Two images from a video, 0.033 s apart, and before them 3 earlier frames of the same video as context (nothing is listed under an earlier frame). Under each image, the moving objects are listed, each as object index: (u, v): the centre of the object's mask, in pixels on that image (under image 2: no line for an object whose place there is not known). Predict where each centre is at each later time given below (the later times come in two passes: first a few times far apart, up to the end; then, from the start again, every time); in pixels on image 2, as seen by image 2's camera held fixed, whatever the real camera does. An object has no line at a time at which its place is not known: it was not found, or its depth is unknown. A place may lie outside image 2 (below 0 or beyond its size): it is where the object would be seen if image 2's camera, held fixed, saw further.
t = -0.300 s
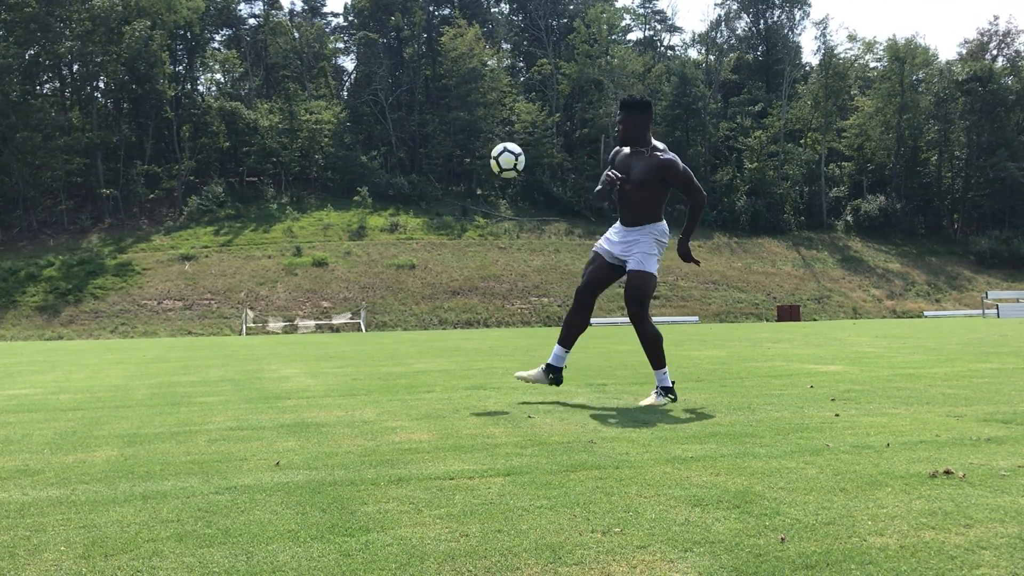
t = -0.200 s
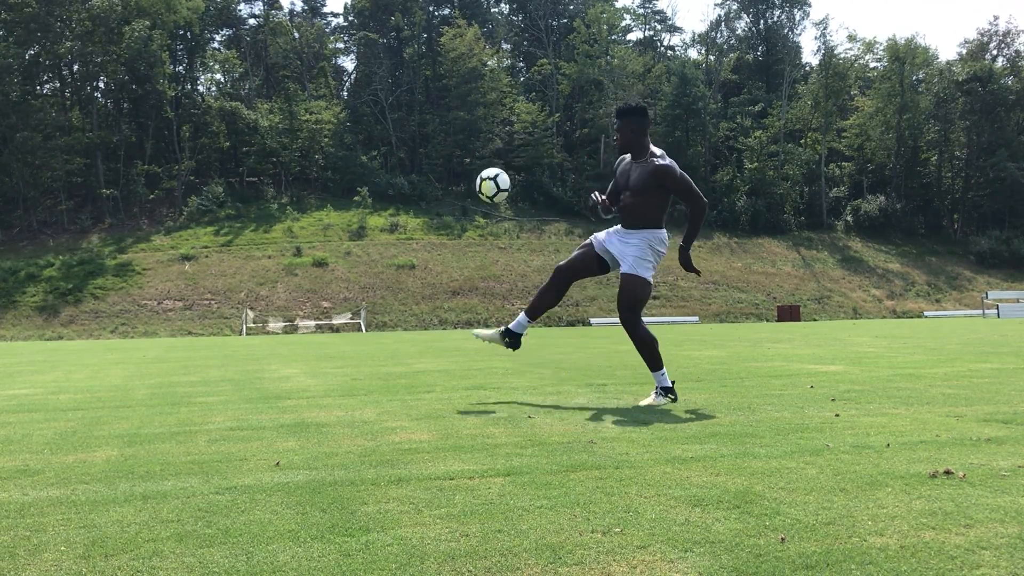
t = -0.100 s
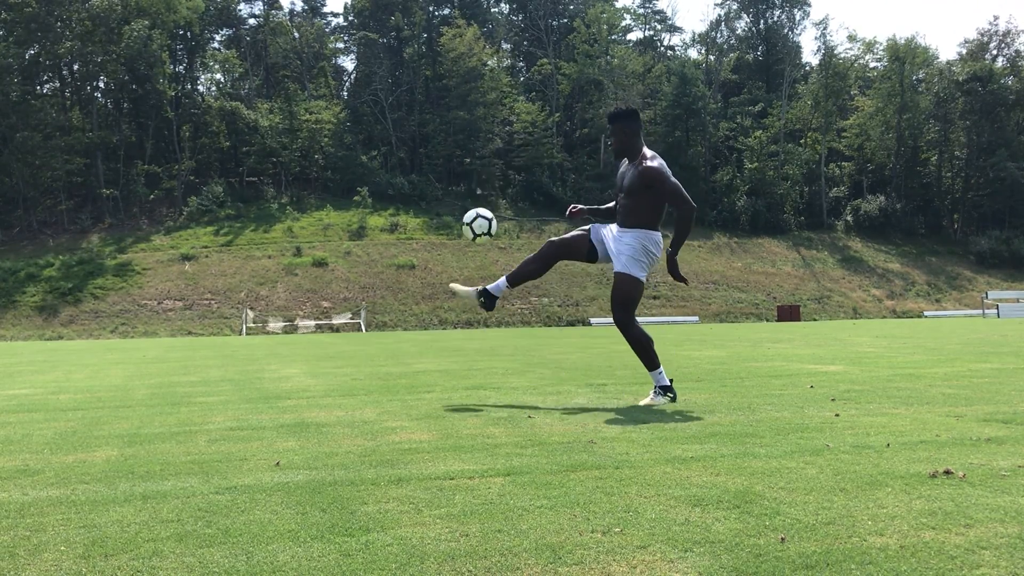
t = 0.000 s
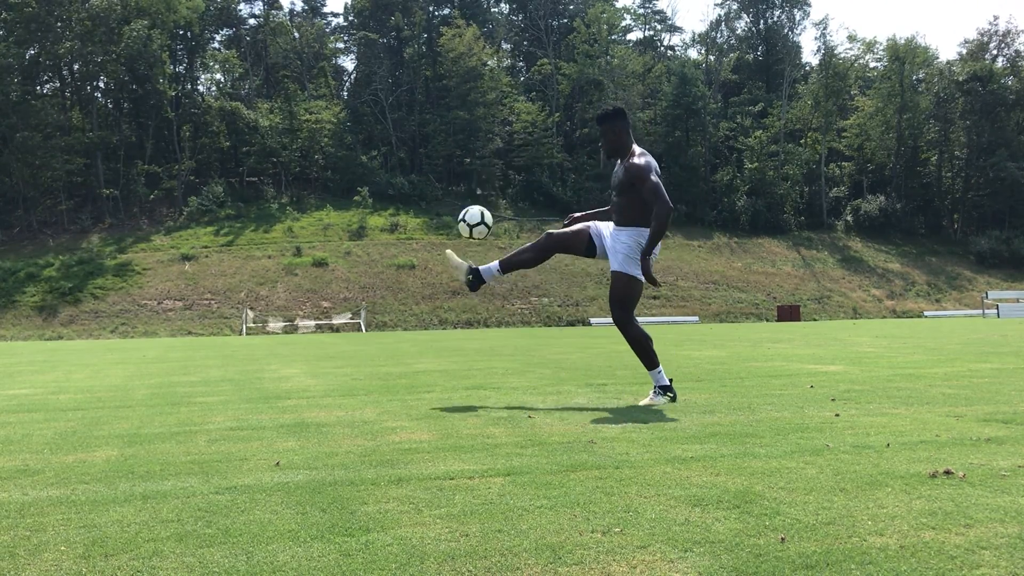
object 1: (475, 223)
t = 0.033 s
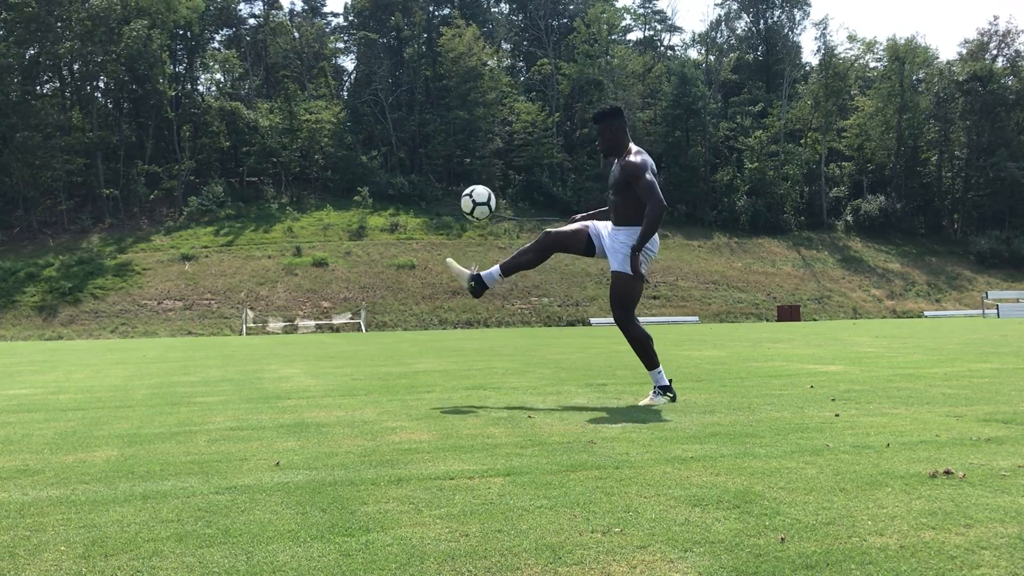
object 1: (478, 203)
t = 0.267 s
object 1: (496, 109)
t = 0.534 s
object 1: (520, 106)
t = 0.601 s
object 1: (526, 125)
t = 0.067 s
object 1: (480, 184)
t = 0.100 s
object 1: (483, 168)
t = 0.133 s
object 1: (485, 152)
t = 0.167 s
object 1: (488, 139)
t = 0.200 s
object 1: (491, 127)
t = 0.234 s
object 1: (494, 117)
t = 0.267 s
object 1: (496, 109)
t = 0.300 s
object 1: (499, 102)
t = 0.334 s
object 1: (502, 98)
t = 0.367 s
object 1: (505, 95)
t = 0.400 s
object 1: (508, 94)
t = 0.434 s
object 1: (511, 94)
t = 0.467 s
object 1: (514, 96)
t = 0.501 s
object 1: (517, 100)
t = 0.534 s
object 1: (520, 106)
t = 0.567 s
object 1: (523, 115)
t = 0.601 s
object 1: (526, 125)
